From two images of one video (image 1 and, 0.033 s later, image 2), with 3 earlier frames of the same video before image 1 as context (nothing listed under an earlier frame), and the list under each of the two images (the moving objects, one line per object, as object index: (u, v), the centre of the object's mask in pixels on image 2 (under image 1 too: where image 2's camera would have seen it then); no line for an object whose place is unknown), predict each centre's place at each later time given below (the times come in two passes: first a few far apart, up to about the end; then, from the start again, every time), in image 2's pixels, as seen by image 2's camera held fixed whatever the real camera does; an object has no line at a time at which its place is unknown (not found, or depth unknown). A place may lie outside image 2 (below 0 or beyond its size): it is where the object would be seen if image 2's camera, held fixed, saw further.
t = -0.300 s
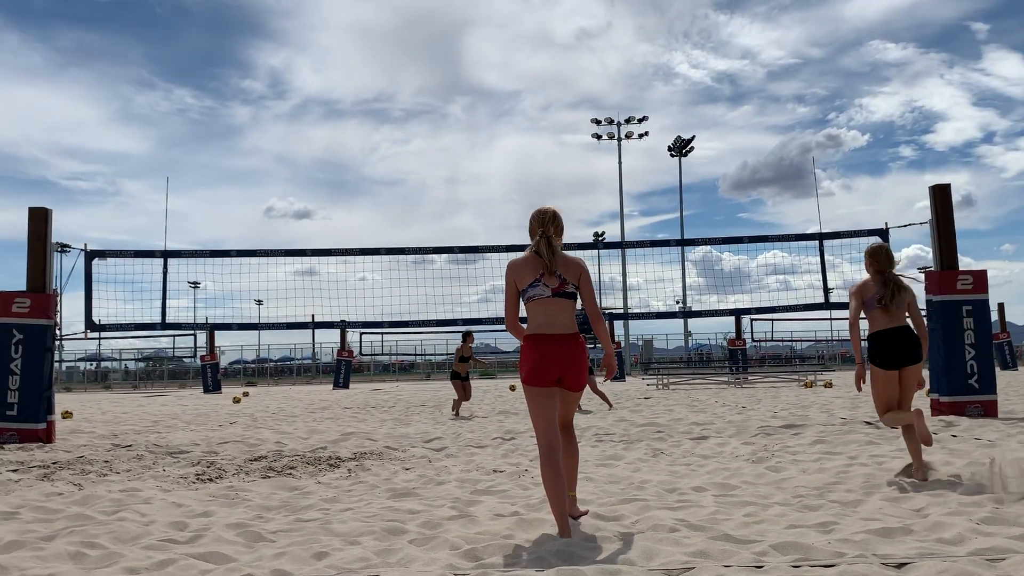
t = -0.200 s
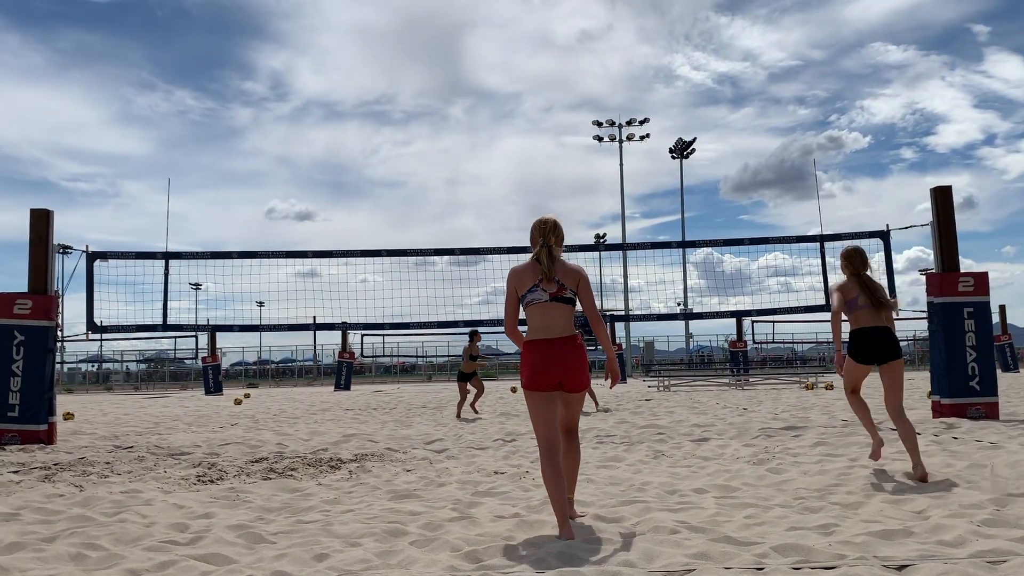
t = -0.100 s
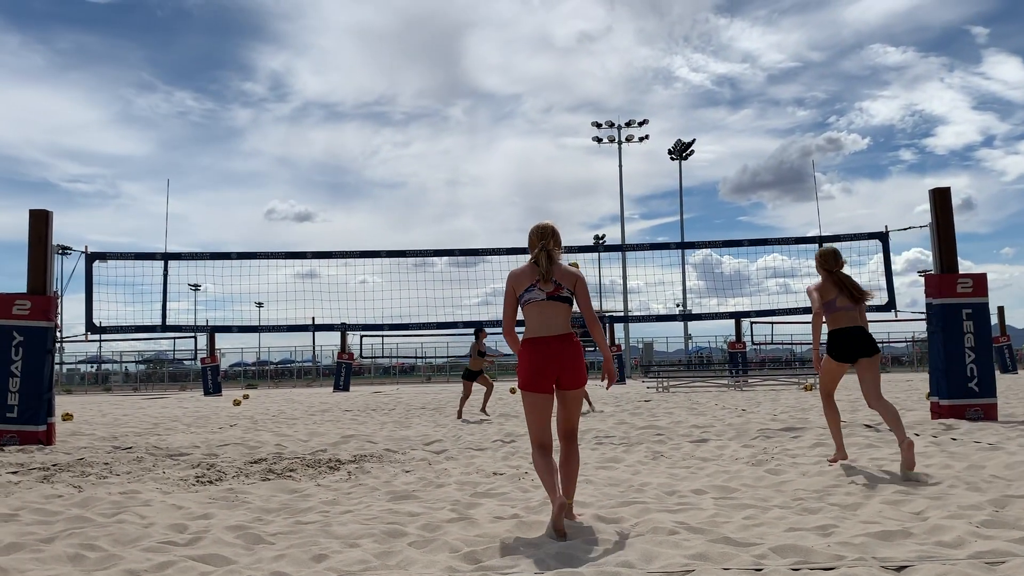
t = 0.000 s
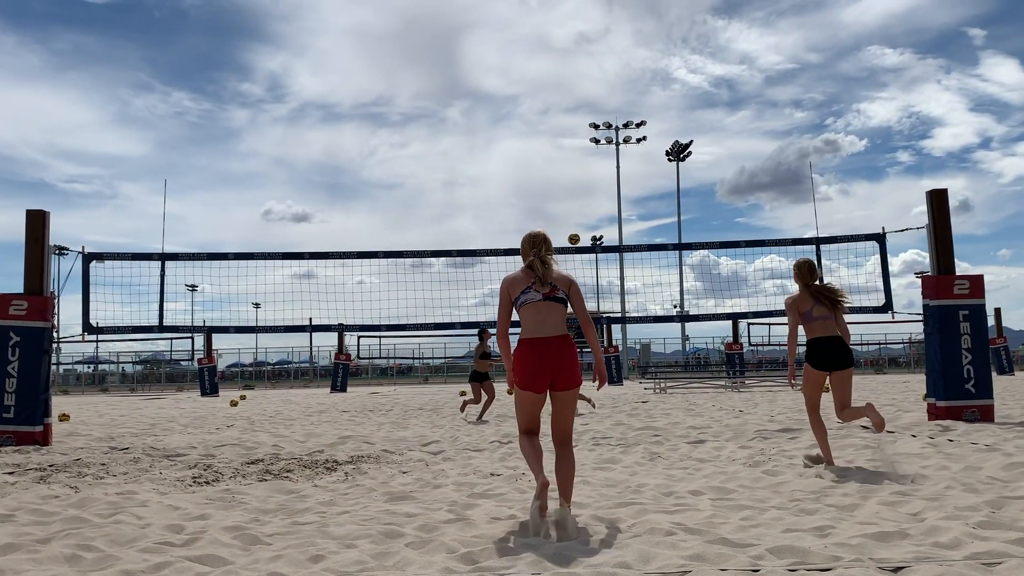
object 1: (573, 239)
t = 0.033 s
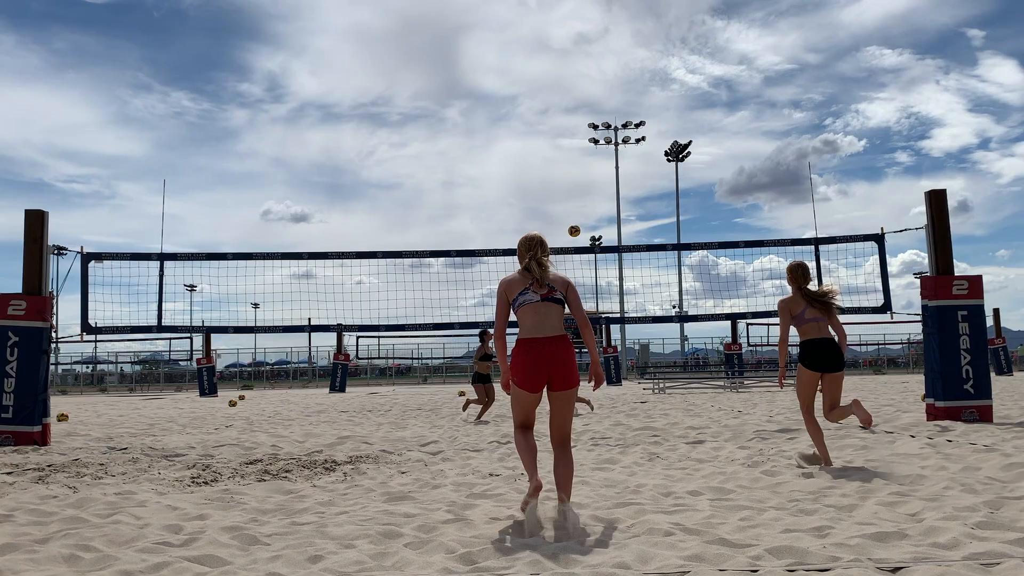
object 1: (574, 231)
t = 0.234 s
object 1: (579, 193)
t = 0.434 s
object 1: (585, 176)
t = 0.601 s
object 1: (591, 180)
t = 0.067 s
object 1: (575, 223)
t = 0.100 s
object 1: (576, 215)
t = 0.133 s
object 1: (577, 209)
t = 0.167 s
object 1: (578, 203)
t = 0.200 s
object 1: (578, 198)
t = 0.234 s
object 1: (579, 193)
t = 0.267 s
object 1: (580, 189)
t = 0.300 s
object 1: (581, 185)
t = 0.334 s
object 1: (582, 182)
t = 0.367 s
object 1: (583, 179)
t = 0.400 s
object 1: (584, 178)
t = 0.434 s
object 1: (585, 176)
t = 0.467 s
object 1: (587, 175)
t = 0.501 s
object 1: (588, 175)
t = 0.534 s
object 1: (589, 176)
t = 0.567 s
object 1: (590, 177)
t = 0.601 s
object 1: (591, 180)
